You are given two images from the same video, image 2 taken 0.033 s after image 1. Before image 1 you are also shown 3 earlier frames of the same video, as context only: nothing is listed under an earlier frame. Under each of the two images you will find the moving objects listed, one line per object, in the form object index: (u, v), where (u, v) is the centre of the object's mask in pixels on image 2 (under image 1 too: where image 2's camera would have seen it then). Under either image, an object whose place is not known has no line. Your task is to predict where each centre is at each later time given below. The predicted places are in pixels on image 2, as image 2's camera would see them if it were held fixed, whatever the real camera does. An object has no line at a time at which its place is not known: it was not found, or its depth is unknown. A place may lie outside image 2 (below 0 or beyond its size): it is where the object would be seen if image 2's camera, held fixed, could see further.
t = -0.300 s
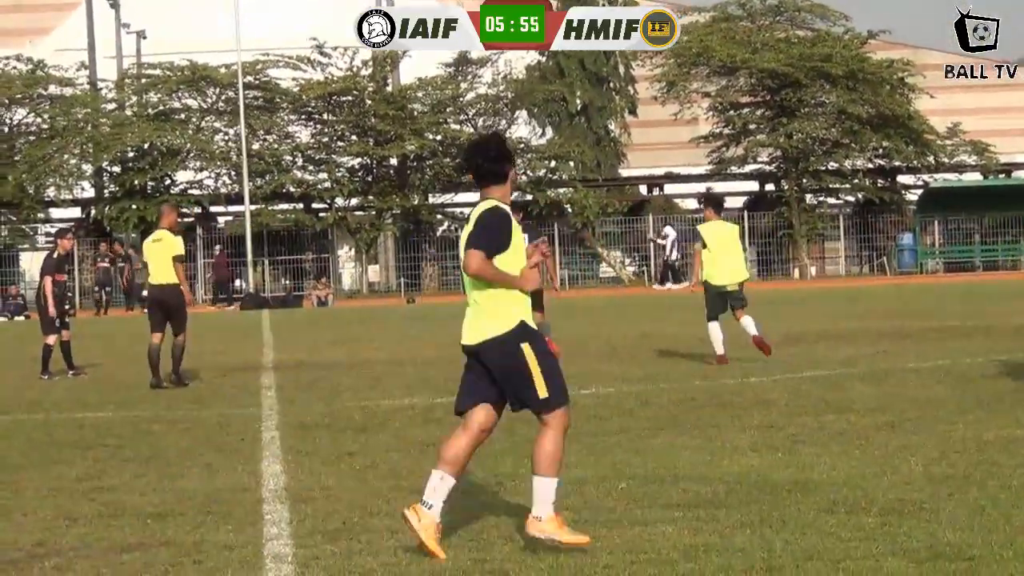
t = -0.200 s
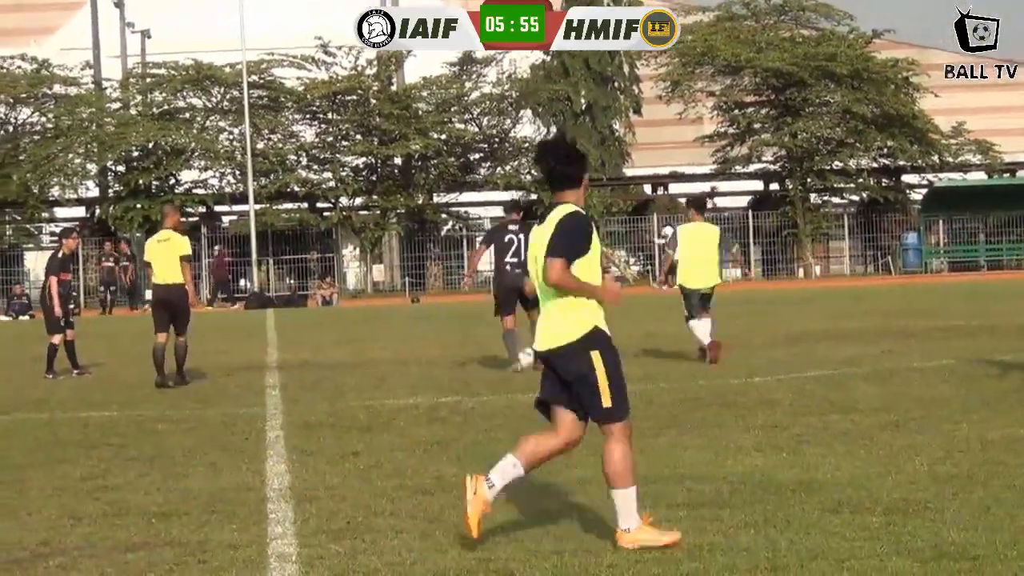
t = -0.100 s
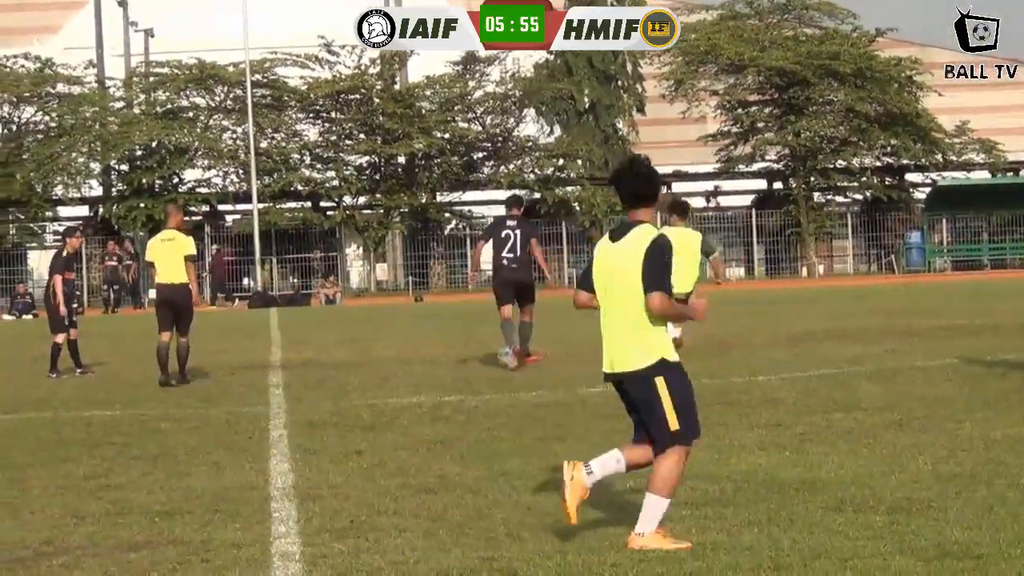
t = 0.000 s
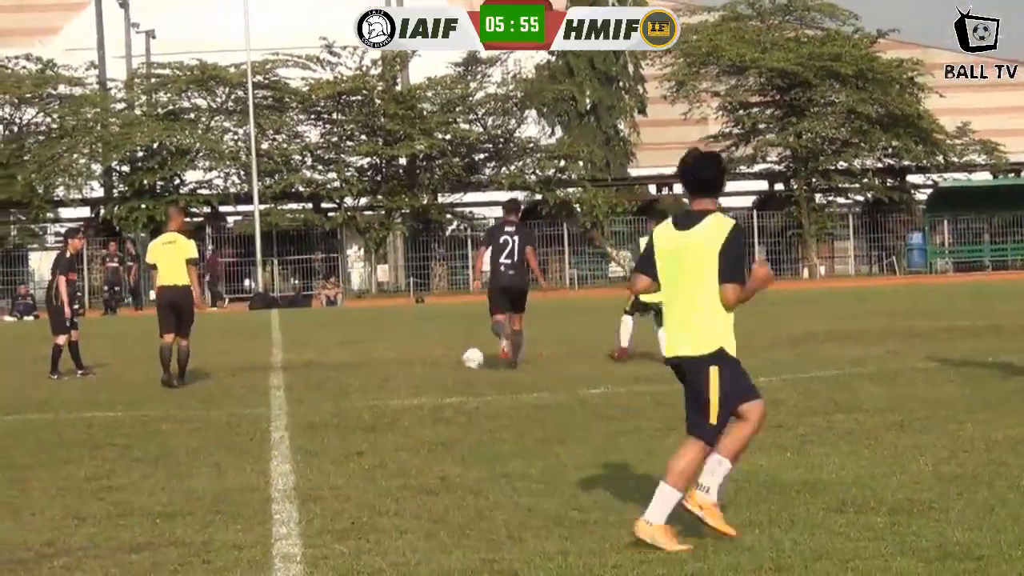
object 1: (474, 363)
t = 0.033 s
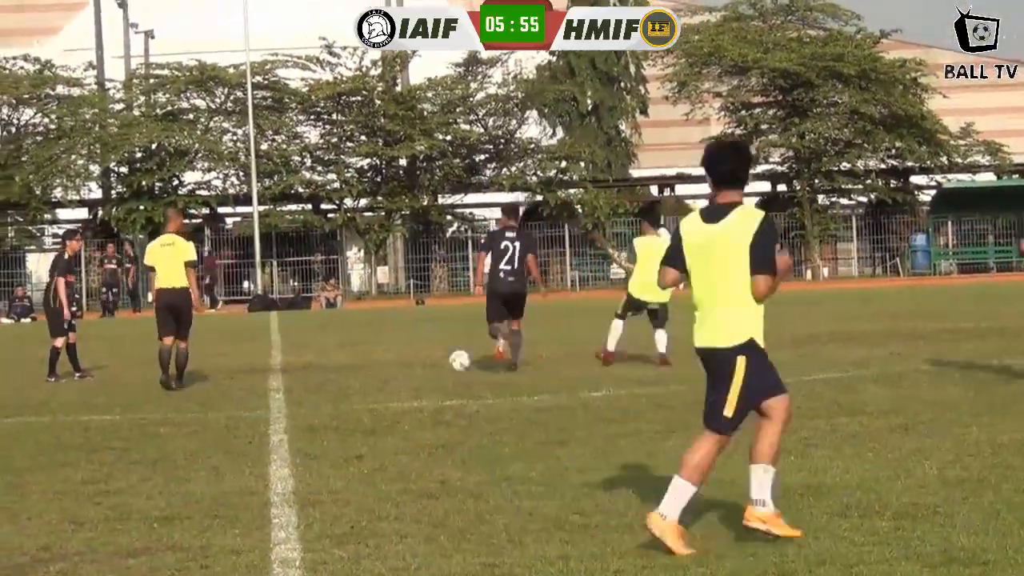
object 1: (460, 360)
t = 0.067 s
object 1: (446, 358)
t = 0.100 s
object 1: (440, 358)
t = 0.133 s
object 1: (434, 358)
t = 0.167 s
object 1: (421, 359)
